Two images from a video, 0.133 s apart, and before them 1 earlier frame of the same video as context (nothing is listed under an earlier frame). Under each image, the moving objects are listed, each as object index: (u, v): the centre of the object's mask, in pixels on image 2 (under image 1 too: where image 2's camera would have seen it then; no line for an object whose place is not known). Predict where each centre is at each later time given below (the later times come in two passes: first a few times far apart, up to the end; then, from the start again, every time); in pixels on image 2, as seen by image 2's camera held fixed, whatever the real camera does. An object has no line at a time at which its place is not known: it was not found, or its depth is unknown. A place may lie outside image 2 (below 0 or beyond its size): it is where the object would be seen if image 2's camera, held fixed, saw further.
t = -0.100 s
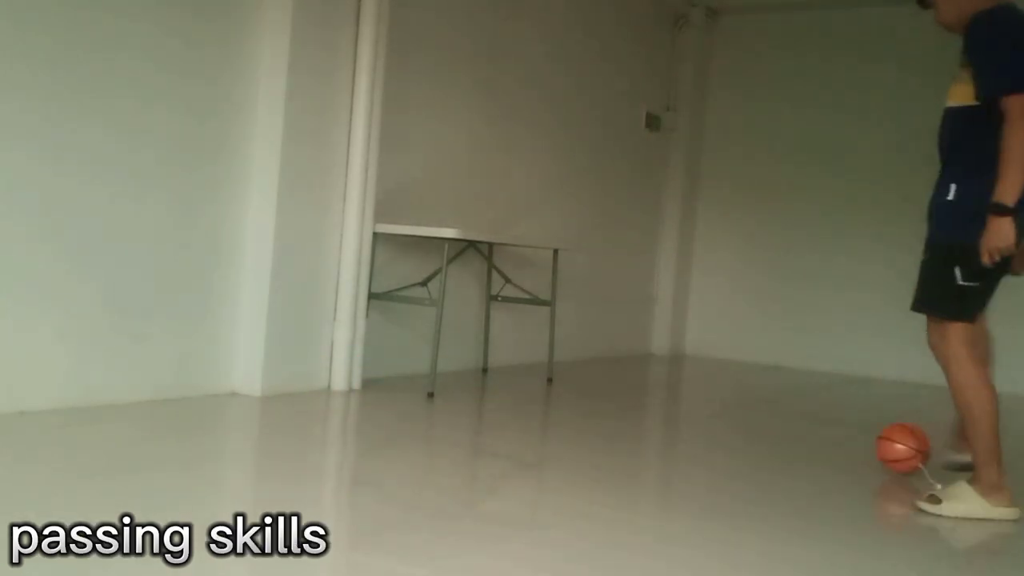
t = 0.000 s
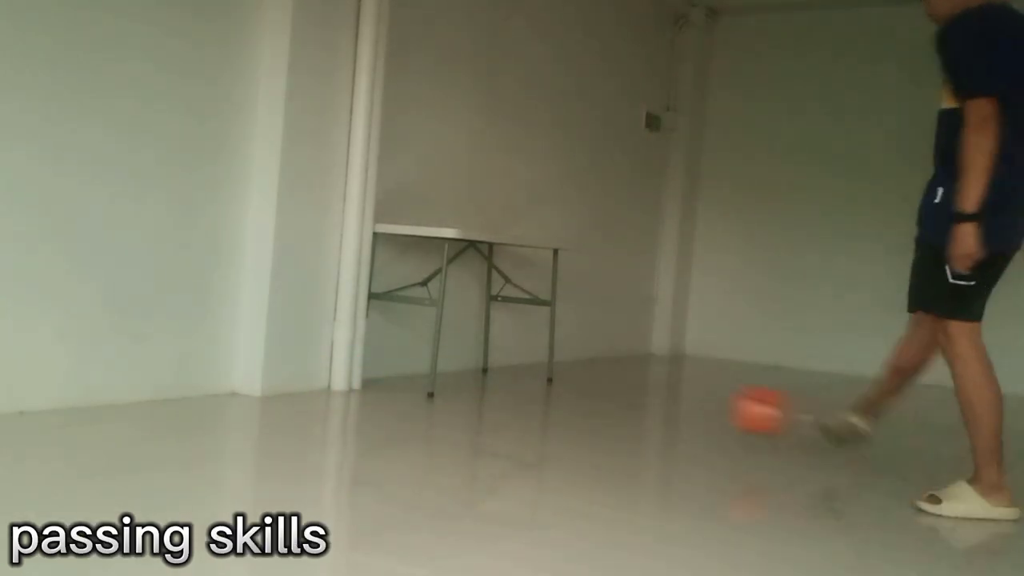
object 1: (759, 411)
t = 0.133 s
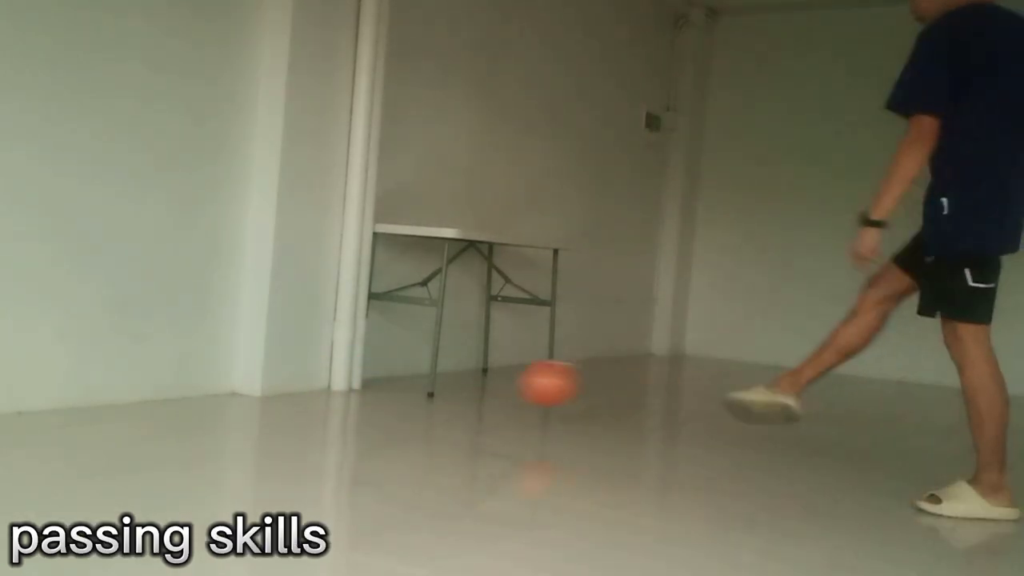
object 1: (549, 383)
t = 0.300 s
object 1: (362, 367)
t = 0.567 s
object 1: (371, 360)
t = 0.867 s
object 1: (473, 376)
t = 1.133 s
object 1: (543, 400)
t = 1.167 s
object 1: (553, 398)
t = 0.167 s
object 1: (502, 384)
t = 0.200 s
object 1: (457, 389)
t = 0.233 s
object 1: (415, 392)
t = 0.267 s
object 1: (386, 378)
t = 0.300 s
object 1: (362, 367)
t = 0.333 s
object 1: (335, 358)
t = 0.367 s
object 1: (311, 351)
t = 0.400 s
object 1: (290, 346)
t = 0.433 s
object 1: (304, 343)
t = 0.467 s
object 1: (320, 343)
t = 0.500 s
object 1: (337, 346)
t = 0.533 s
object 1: (354, 352)
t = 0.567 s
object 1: (371, 360)
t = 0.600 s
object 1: (387, 372)
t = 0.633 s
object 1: (405, 388)
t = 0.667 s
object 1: (421, 404)
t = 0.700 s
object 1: (431, 395)
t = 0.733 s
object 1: (440, 387)
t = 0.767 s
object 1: (449, 380)
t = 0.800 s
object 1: (457, 376)
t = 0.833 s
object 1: (465, 375)
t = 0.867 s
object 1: (473, 376)
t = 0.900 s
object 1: (480, 380)
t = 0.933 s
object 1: (488, 387)
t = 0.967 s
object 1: (496, 397)
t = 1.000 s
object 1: (503, 412)
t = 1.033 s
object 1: (511, 422)
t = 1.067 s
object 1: (522, 412)
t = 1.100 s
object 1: (532, 404)
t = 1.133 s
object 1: (543, 400)
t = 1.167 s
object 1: (553, 398)
